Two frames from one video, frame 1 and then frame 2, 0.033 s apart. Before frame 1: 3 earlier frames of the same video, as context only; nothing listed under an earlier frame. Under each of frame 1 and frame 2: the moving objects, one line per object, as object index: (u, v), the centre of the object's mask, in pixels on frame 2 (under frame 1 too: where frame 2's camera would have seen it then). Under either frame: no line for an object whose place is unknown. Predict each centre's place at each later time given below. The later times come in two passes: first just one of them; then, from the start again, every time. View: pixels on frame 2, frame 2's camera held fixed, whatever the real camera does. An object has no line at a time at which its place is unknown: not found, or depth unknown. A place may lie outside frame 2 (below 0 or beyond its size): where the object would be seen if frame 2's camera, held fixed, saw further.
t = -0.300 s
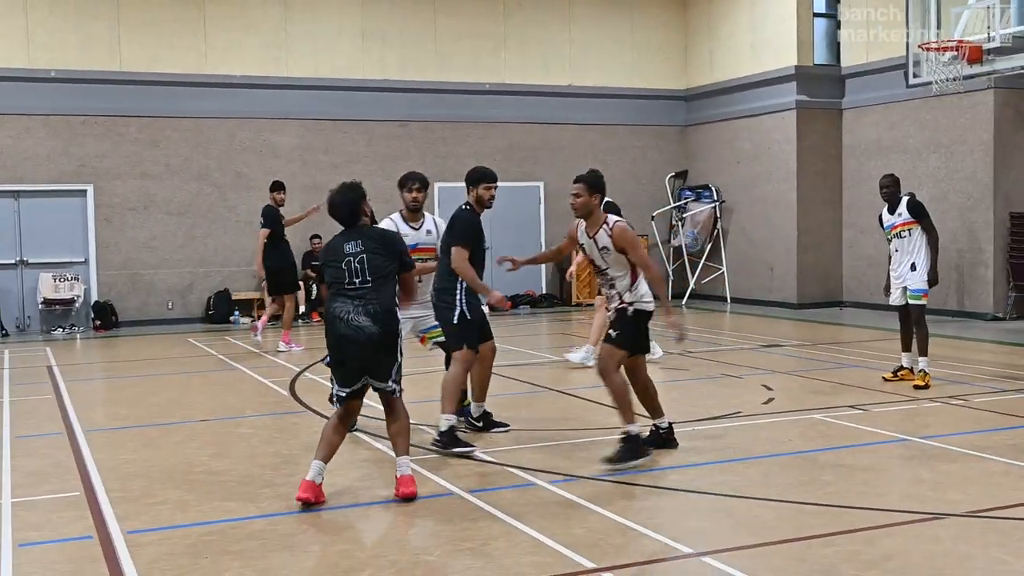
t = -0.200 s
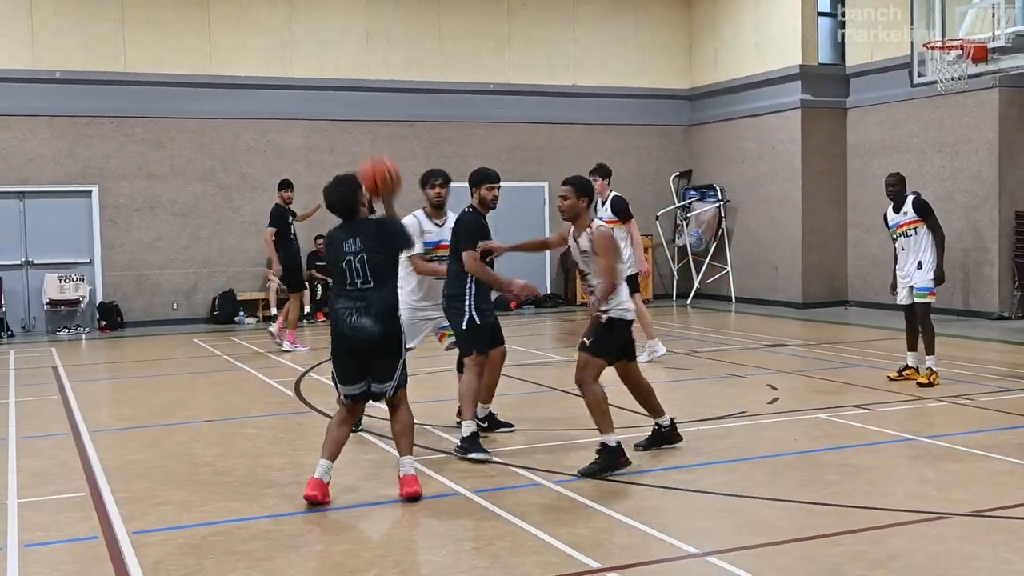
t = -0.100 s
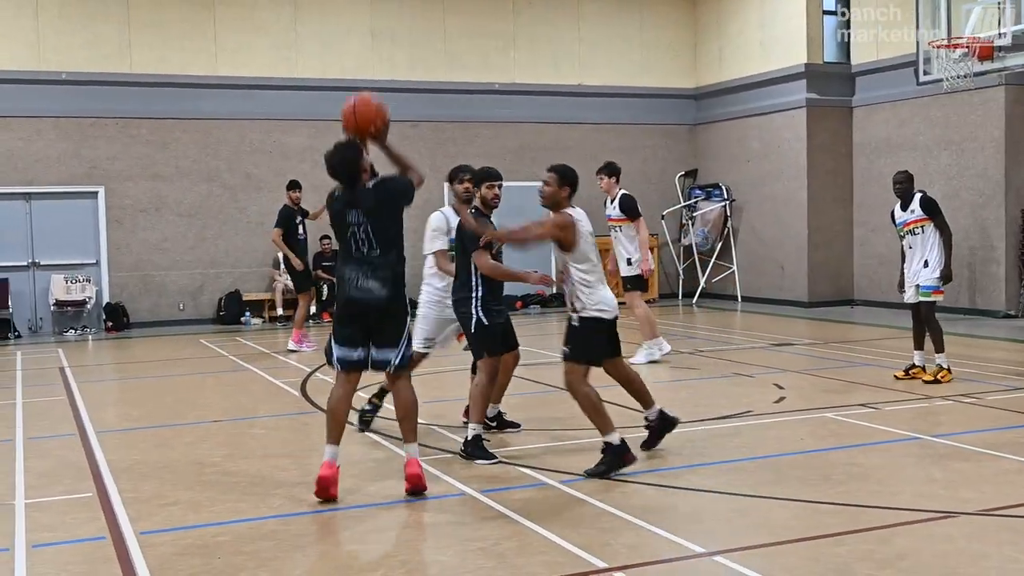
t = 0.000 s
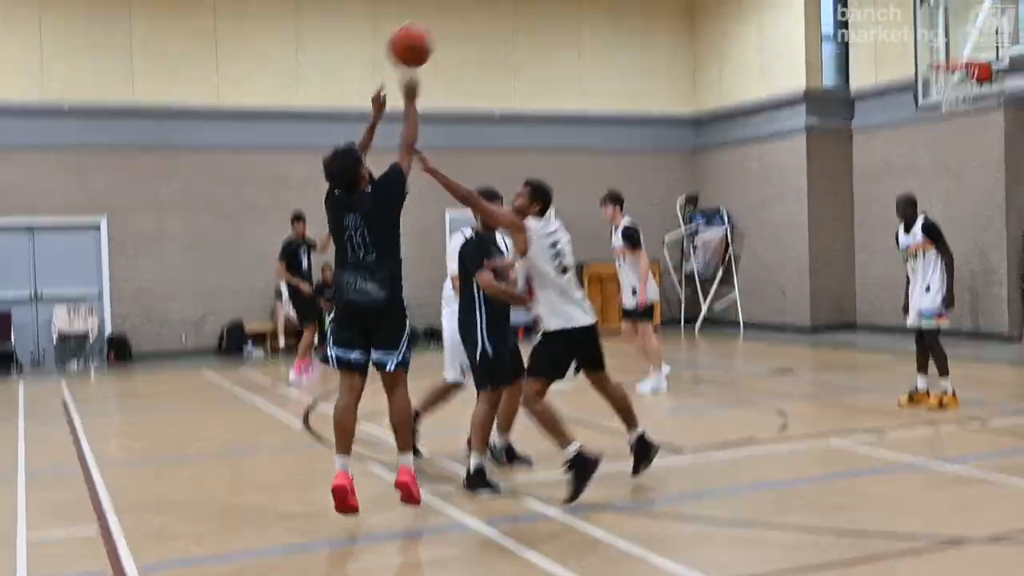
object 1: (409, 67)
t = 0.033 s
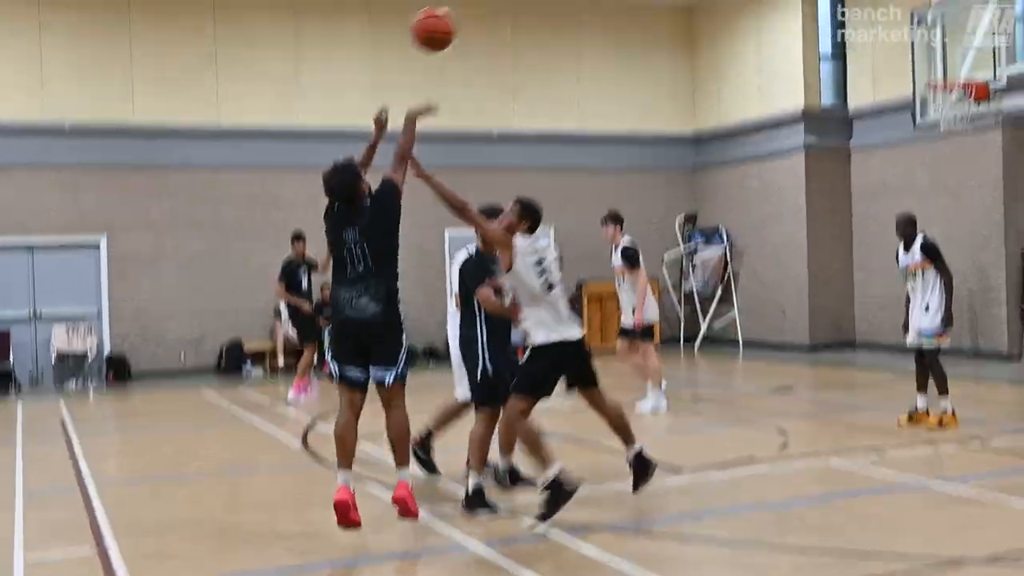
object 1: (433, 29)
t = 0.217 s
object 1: (556, -117)
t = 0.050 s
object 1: (445, 11)
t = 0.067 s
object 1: (457, -6)
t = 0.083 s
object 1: (468, -21)
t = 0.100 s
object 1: (480, -36)
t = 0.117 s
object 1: (491, -51)
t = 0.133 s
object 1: (502, -65)
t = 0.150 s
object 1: (514, -77)
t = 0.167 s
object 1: (525, -91)
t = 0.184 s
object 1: (535, -100)
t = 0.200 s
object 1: (545, -109)
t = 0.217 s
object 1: (556, -117)
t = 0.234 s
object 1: (565, -126)
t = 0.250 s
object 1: (575, -134)
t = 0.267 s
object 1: (584, -141)
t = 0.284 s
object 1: (593, -149)
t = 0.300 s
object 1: (602, -155)
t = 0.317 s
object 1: (611, -160)
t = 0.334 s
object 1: (620, -165)
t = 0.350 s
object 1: (629, -169)
